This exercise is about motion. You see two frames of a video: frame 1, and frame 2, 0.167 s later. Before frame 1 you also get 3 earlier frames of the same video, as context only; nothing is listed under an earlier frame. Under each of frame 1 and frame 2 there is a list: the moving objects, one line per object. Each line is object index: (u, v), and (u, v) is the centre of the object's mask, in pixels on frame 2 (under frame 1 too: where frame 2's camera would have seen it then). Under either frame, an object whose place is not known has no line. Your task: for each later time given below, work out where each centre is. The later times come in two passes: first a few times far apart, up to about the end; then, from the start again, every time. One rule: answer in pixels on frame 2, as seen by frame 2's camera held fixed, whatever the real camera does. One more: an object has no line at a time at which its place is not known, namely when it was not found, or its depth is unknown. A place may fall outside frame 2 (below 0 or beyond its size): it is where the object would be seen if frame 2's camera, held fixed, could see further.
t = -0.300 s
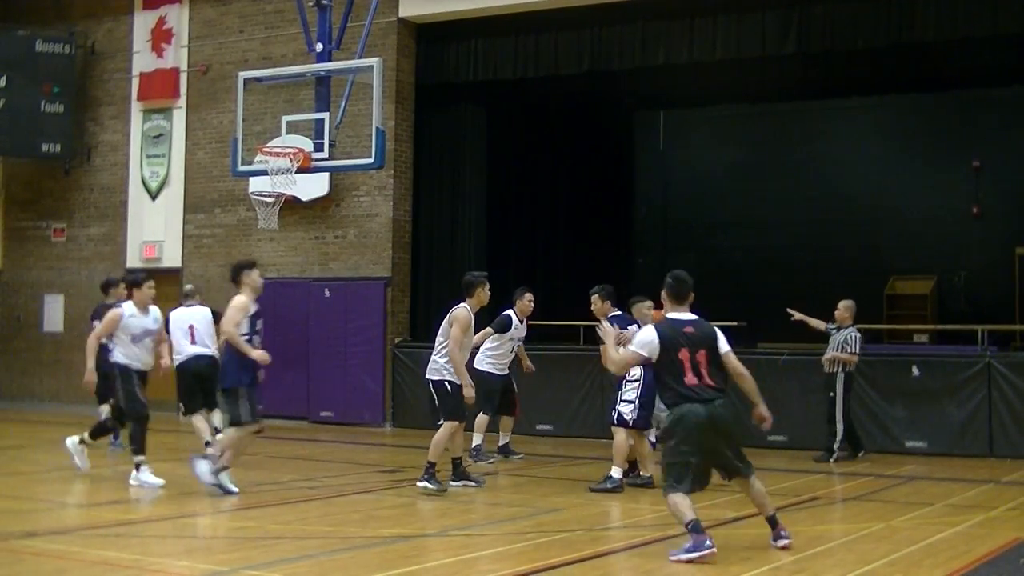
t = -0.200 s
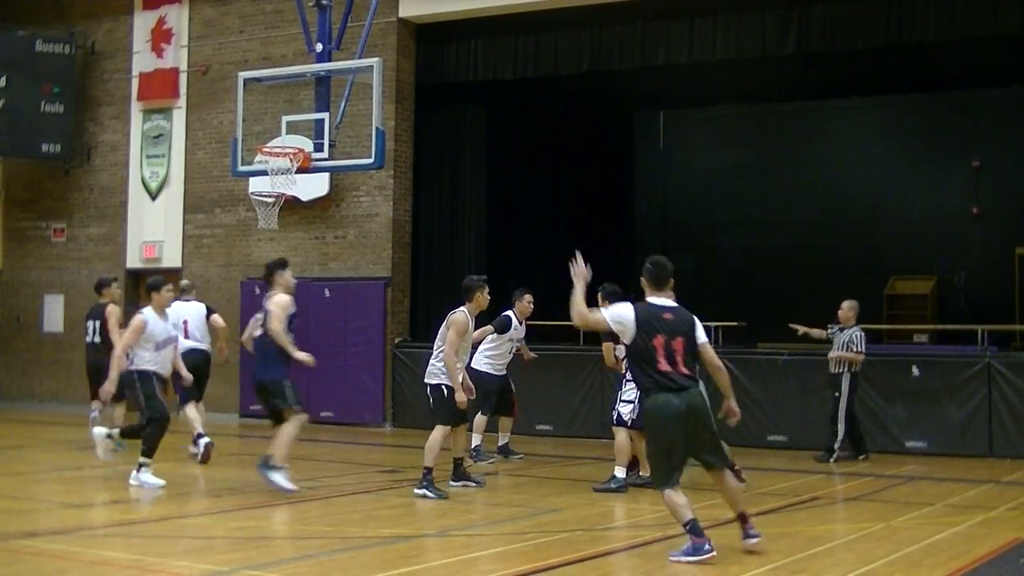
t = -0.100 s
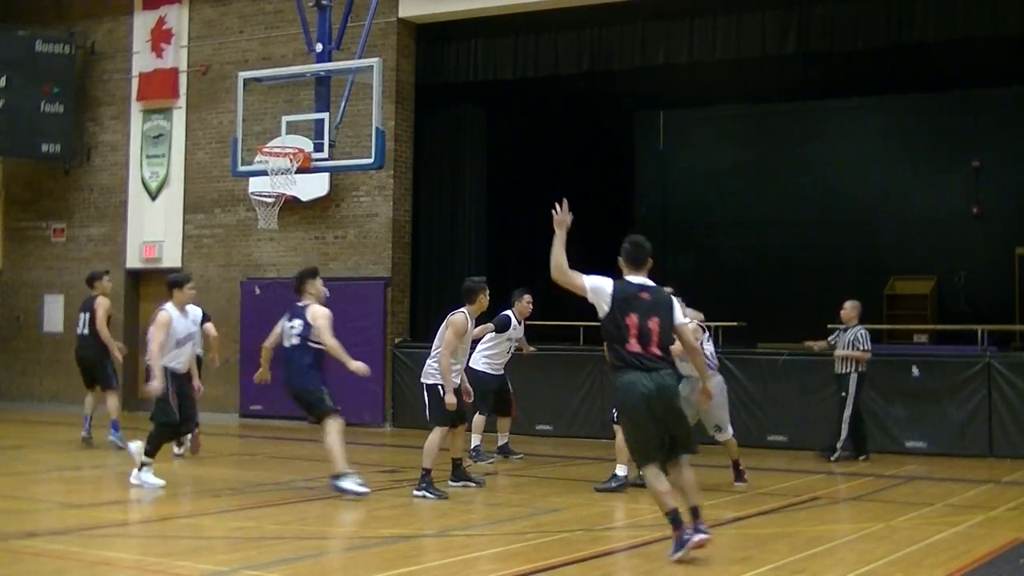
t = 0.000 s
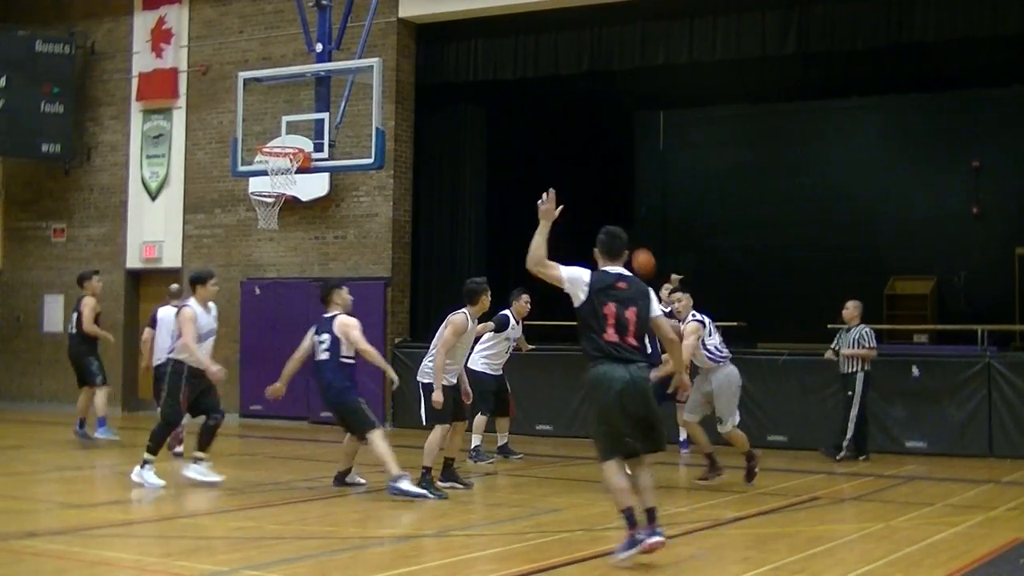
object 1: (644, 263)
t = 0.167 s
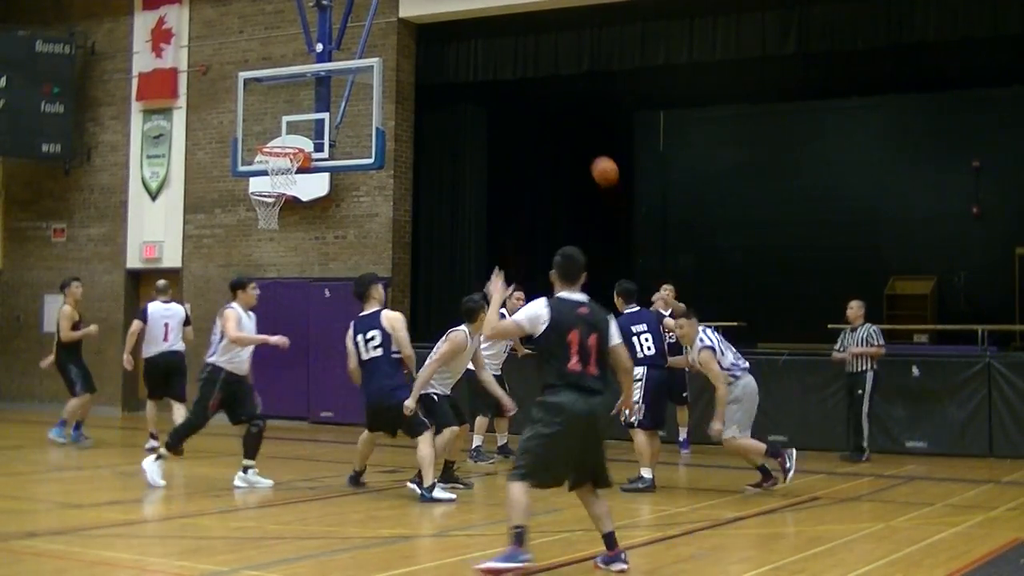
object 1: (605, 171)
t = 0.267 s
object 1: (577, 124)
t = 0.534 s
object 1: (485, 35)
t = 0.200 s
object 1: (596, 155)
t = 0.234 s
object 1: (587, 139)
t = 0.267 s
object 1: (577, 124)
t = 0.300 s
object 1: (568, 110)
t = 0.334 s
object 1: (558, 97)
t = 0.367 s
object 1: (548, 84)
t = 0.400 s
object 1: (537, 73)
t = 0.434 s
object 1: (525, 62)
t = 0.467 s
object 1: (514, 52)
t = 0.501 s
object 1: (502, 43)
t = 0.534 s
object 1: (485, 35)
